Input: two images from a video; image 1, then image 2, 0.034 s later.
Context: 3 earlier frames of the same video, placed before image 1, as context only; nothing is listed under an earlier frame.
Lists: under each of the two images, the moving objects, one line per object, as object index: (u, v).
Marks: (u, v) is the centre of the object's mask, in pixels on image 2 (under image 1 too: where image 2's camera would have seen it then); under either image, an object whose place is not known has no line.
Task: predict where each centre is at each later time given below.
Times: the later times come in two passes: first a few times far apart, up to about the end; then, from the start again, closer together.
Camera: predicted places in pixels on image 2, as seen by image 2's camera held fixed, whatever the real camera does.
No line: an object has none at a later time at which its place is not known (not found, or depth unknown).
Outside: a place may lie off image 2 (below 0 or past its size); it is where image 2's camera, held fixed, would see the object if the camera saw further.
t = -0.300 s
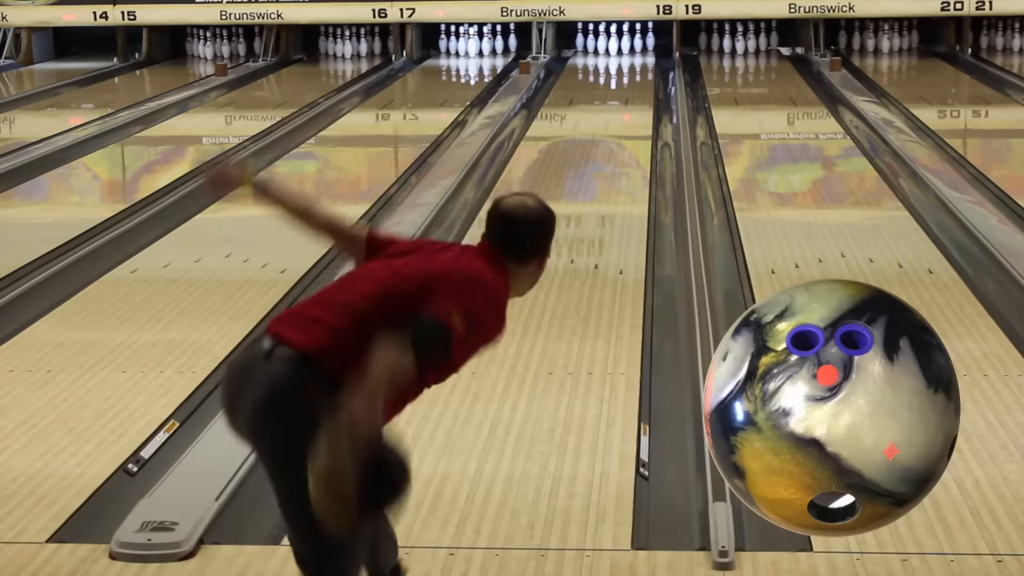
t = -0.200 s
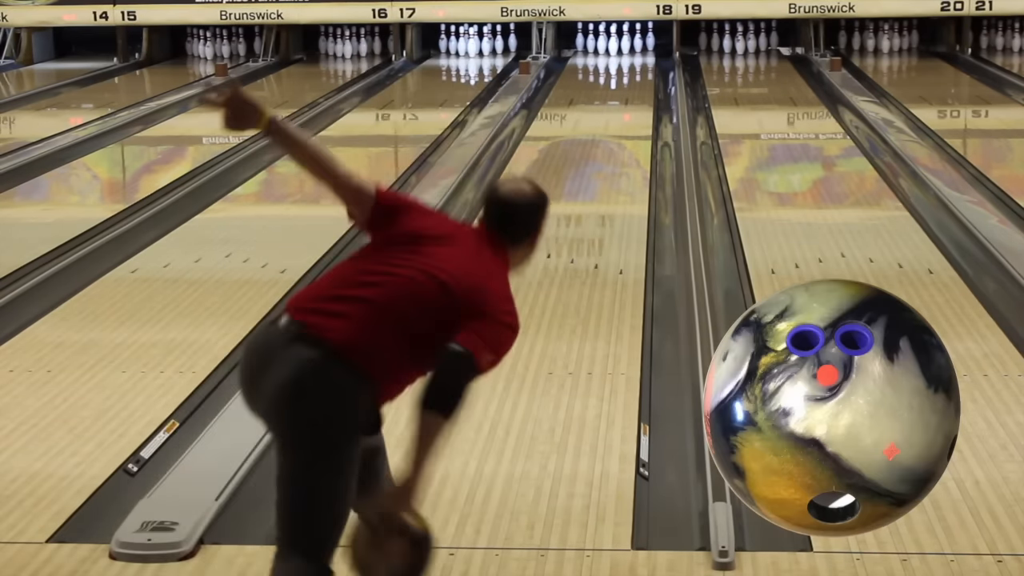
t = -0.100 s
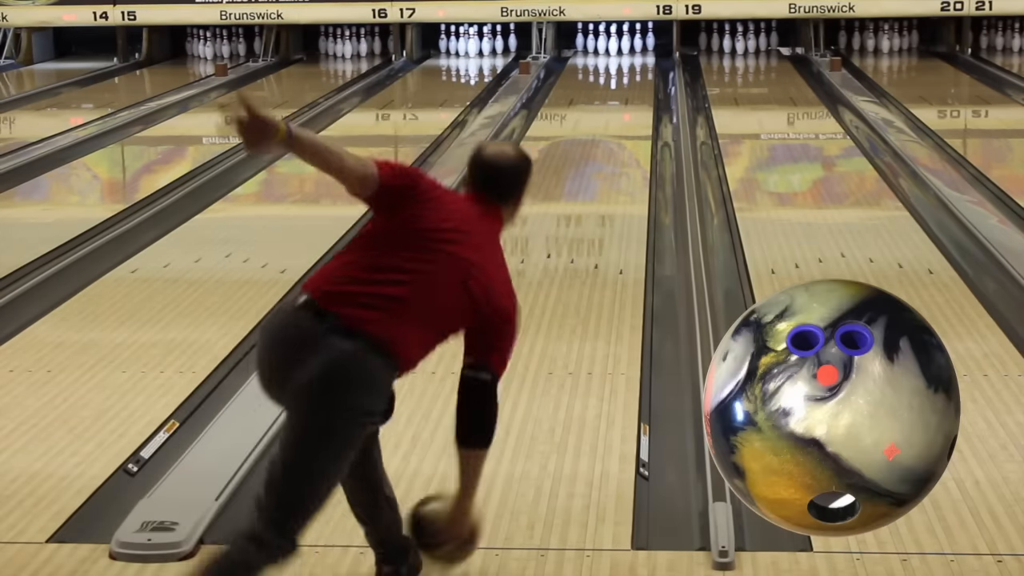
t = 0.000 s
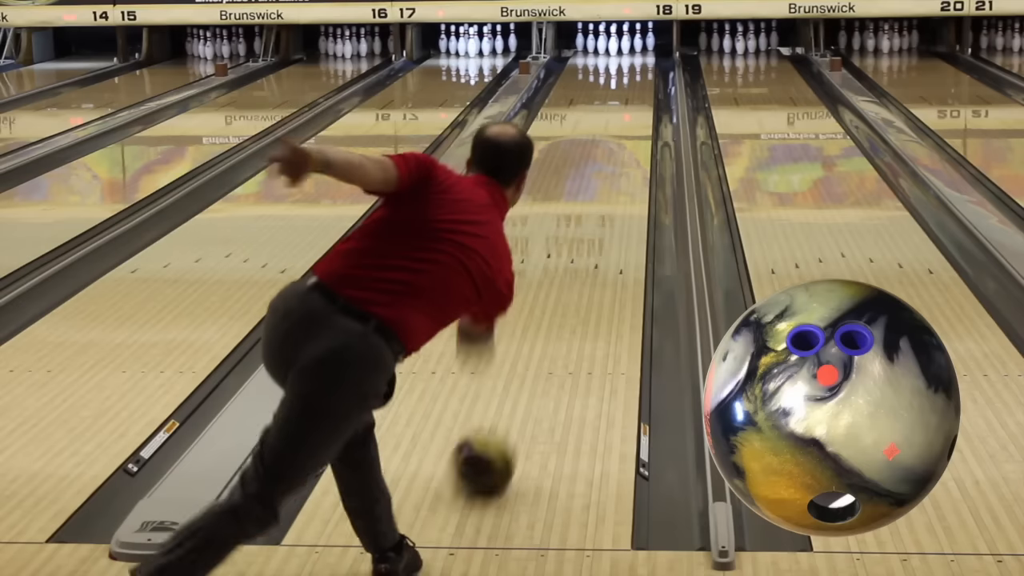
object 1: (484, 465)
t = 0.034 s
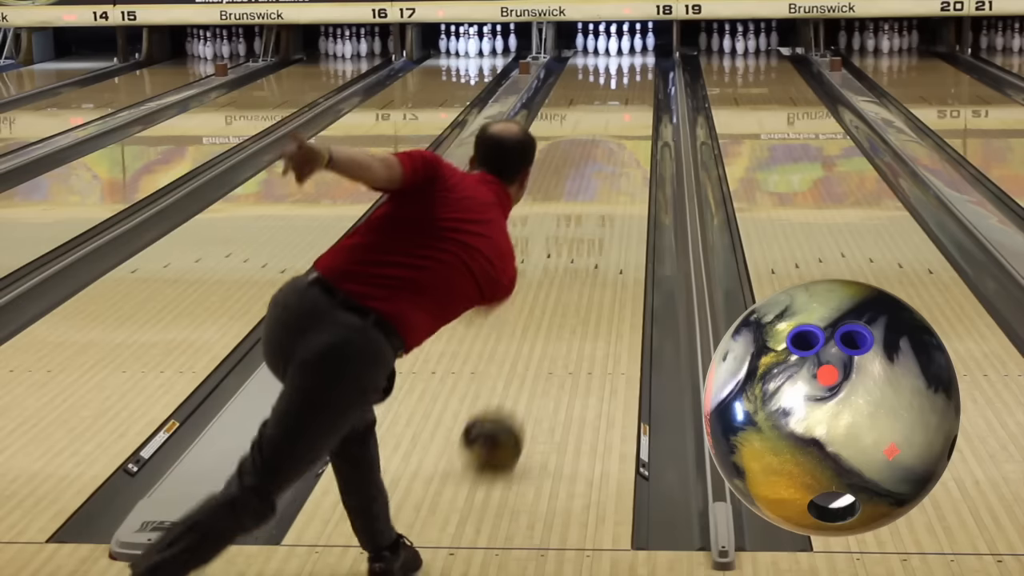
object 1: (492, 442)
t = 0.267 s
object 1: (544, 320)
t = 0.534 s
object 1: (579, 235)
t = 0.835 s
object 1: (603, 172)
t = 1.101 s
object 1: (618, 133)
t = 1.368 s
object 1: (627, 105)
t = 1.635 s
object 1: (631, 84)
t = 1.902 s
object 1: (633, 67)
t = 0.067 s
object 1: (502, 420)
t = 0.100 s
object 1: (511, 399)
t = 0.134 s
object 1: (518, 382)
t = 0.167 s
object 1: (525, 365)
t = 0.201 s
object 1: (532, 349)
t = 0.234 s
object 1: (538, 334)
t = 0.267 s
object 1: (544, 320)
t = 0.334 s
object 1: (555, 295)
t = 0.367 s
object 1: (560, 283)
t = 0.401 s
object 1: (564, 272)
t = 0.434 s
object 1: (568, 261)
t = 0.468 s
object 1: (572, 252)
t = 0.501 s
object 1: (576, 243)
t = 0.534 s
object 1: (579, 235)
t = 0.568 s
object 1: (583, 227)
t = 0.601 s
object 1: (586, 218)
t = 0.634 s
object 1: (588, 211)
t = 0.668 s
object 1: (592, 203)
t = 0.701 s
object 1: (594, 197)
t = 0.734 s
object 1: (597, 190)
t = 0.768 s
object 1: (599, 184)
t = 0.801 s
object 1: (601, 178)
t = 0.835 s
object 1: (603, 172)
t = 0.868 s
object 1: (605, 167)
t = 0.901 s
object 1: (607, 161)
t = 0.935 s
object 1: (609, 156)
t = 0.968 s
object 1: (611, 151)
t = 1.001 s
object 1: (613, 147)
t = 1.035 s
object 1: (614, 142)
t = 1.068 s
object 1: (616, 138)
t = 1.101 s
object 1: (618, 133)
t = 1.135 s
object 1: (619, 129)
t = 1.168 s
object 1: (621, 126)
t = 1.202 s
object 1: (622, 122)
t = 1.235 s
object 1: (623, 118)
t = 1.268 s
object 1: (624, 115)
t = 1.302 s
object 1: (625, 112)
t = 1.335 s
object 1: (626, 108)
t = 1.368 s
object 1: (627, 105)
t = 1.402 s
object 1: (629, 102)
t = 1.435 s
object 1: (629, 99)
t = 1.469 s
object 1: (629, 97)
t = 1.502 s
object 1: (631, 94)
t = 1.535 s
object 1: (631, 92)
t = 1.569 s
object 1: (633, 89)
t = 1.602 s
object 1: (631, 85)
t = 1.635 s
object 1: (631, 84)
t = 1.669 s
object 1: (633, 82)
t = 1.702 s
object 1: (634, 79)
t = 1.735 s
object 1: (634, 76)
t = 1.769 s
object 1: (632, 75)
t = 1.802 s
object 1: (633, 73)
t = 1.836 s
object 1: (633, 71)
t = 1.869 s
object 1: (633, 68)
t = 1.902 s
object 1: (633, 67)
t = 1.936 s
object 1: (631, 65)
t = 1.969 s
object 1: (631, 63)
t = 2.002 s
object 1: (631, 61)
